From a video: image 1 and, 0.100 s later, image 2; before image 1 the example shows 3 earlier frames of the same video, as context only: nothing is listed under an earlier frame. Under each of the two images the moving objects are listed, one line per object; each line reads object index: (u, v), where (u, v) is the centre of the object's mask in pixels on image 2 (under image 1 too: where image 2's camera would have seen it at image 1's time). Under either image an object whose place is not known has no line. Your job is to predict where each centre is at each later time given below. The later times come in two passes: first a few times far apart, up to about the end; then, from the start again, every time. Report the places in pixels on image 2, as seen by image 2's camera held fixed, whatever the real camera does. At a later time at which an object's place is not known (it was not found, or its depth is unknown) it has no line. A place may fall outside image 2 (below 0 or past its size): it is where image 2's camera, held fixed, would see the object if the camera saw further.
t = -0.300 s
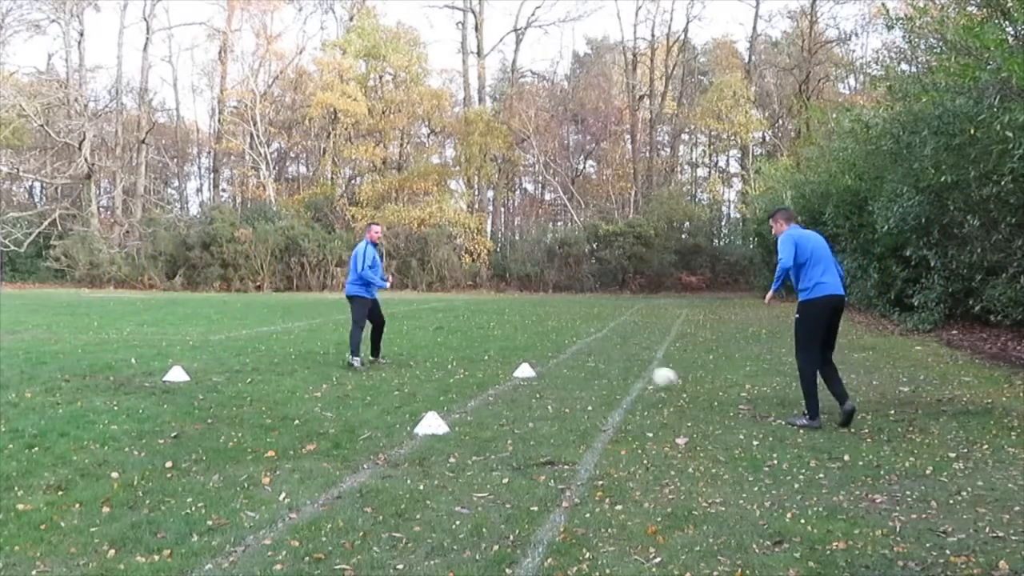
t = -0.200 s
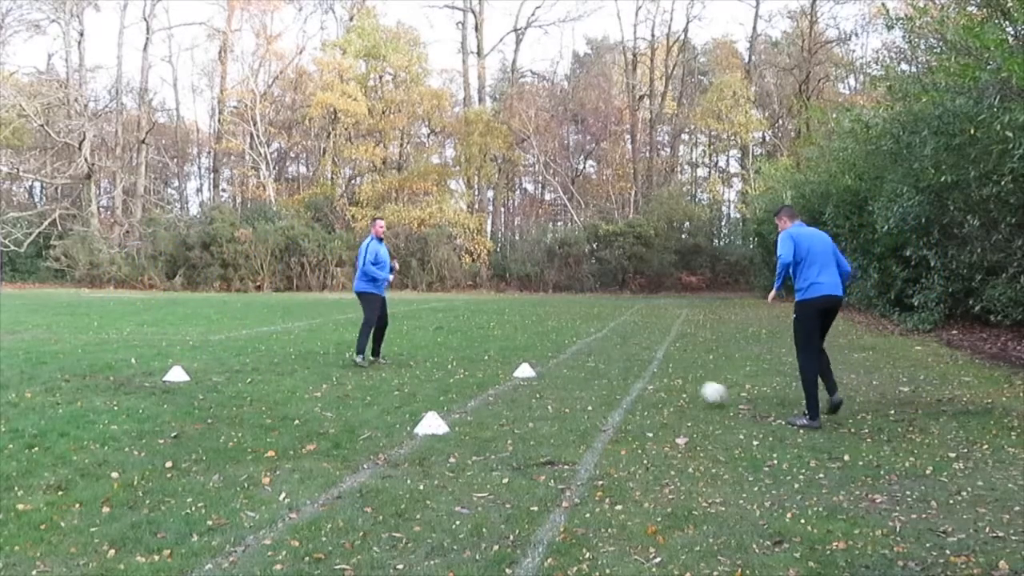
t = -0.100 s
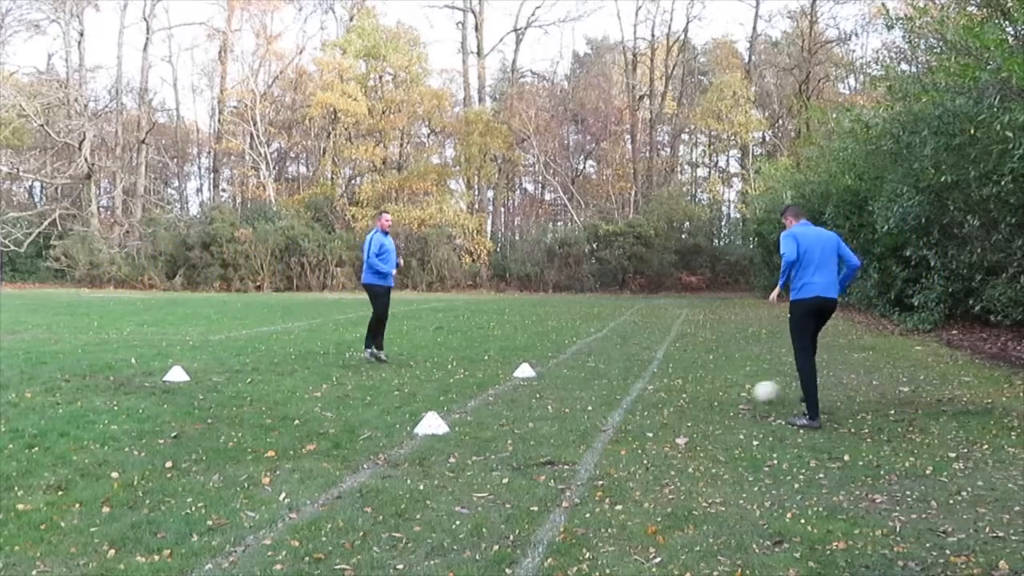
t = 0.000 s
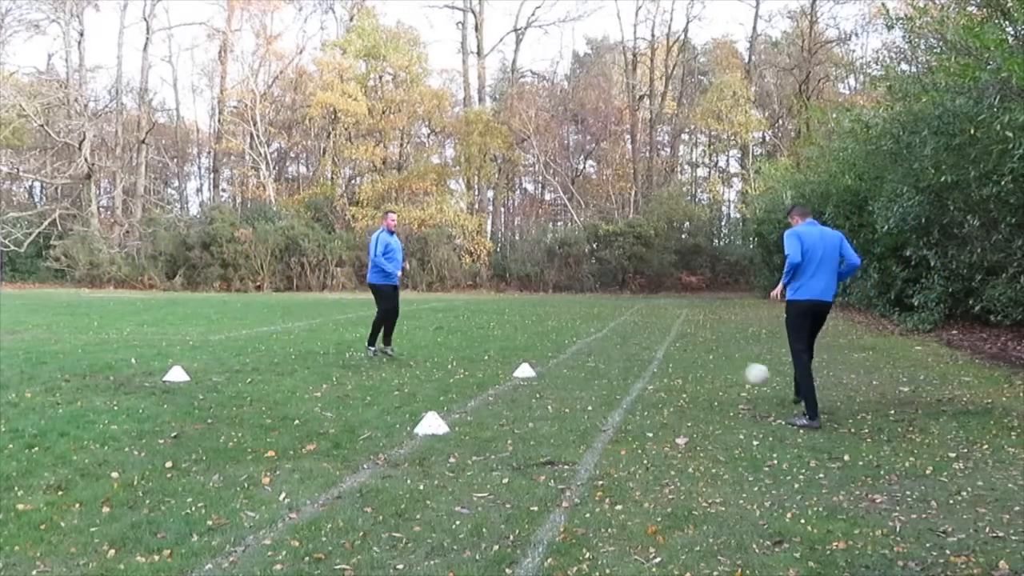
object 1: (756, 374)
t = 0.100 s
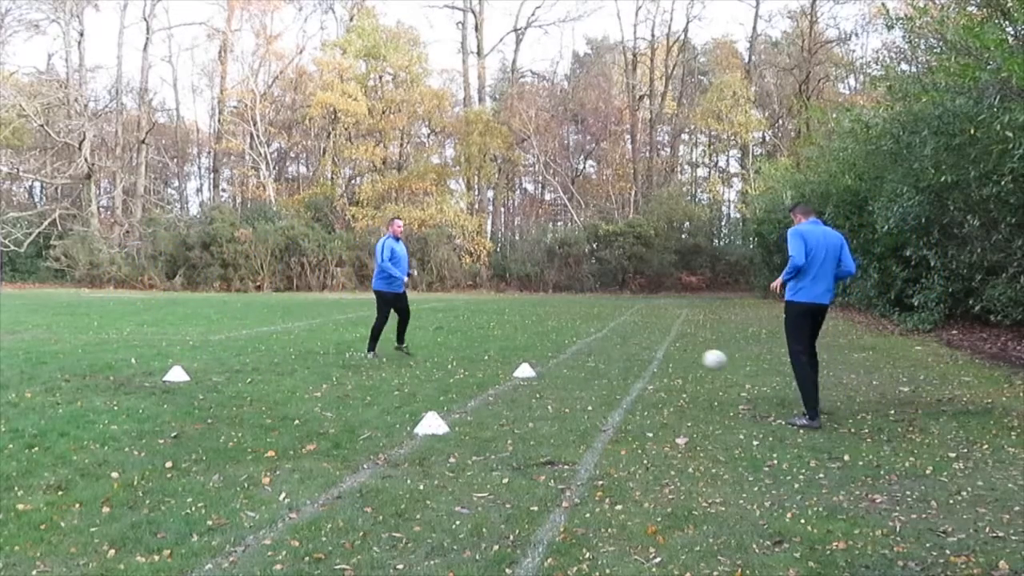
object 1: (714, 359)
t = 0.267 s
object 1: (651, 358)
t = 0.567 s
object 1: (578, 361)
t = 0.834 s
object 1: (543, 356)
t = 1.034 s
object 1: (525, 359)
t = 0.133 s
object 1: (700, 357)
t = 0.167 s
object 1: (687, 355)
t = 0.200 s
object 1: (675, 355)
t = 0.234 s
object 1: (662, 356)
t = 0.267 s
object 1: (651, 358)
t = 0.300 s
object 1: (640, 361)
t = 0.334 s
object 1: (628, 365)
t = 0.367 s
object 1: (618, 370)
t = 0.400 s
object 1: (608, 374)
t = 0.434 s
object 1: (601, 370)
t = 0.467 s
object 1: (595, 366)
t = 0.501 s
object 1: (589, 363)
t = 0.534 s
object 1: (584, 362)
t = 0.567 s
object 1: (578, 361)
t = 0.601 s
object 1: (572, 361)
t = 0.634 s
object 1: (566, 362)
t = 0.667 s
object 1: (561, 363)
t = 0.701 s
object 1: (557, 366)
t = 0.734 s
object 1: (552, 364)
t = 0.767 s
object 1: (549, 361)
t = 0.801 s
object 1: (546, 358)
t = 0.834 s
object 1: (543, 356)
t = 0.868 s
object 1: (540, 355)
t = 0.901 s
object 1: (537, 355)
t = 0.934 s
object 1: (534, 356)
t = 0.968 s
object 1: (531, 357)
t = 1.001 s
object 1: (529, 359)
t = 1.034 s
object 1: (525, 359)
